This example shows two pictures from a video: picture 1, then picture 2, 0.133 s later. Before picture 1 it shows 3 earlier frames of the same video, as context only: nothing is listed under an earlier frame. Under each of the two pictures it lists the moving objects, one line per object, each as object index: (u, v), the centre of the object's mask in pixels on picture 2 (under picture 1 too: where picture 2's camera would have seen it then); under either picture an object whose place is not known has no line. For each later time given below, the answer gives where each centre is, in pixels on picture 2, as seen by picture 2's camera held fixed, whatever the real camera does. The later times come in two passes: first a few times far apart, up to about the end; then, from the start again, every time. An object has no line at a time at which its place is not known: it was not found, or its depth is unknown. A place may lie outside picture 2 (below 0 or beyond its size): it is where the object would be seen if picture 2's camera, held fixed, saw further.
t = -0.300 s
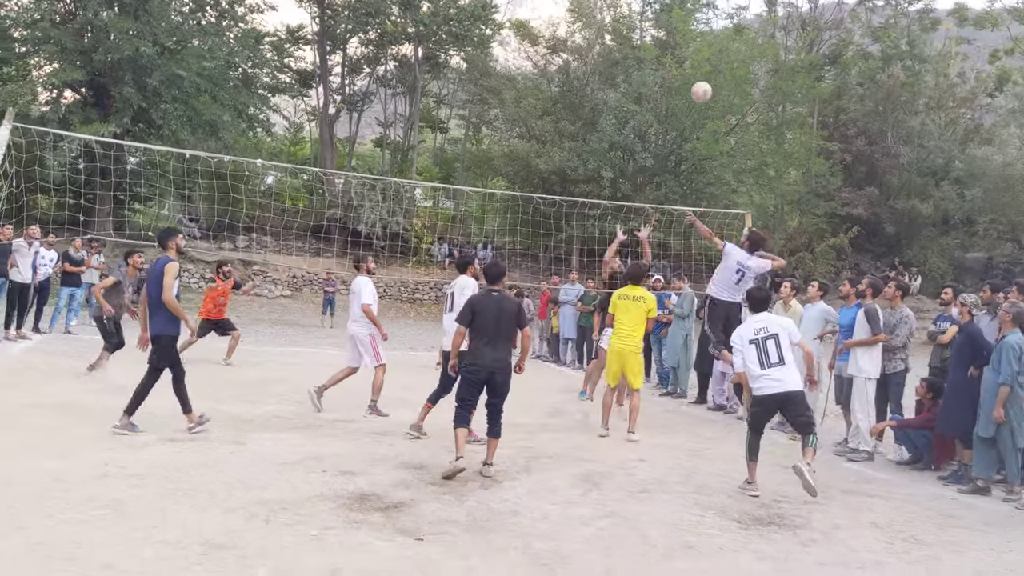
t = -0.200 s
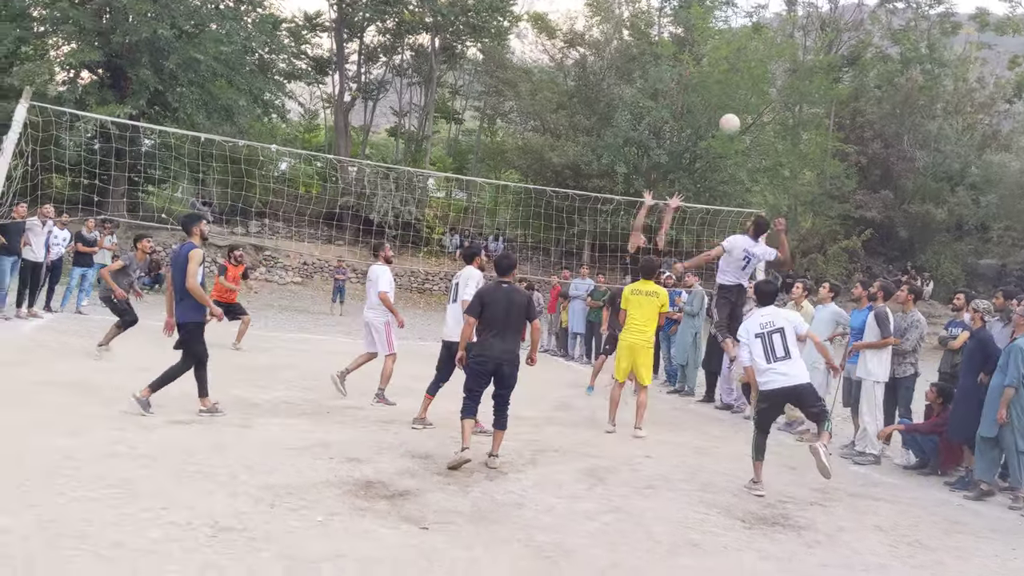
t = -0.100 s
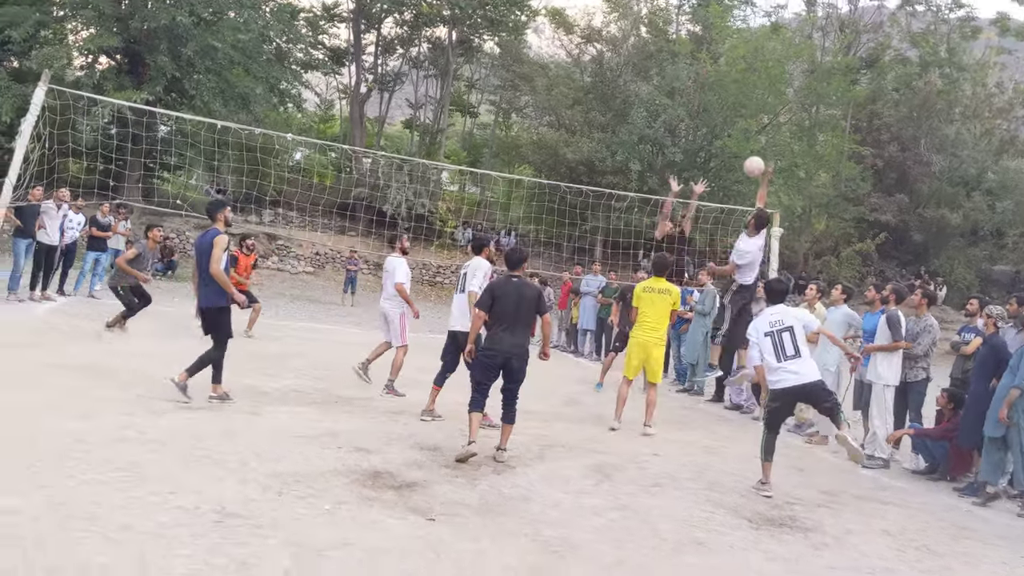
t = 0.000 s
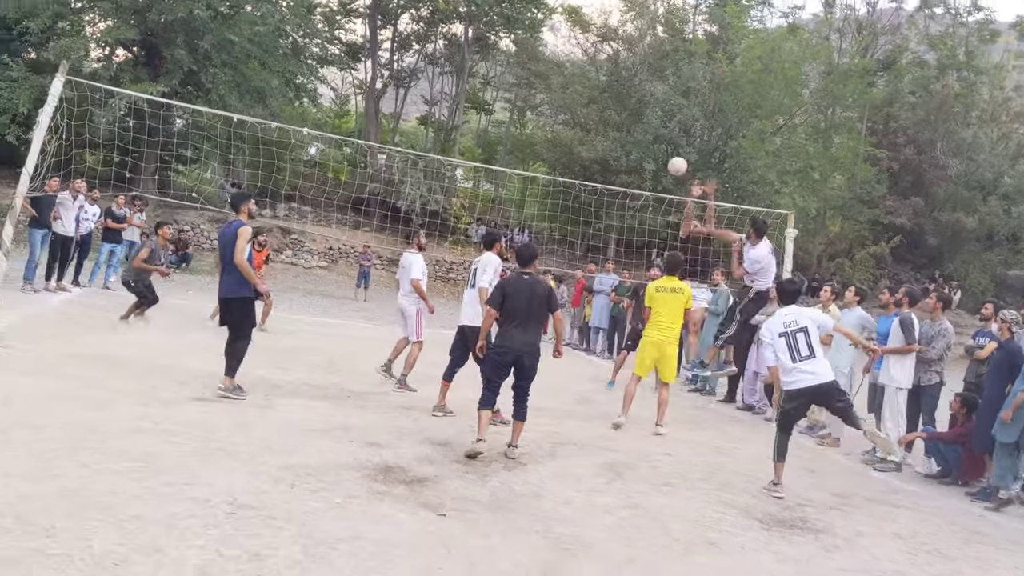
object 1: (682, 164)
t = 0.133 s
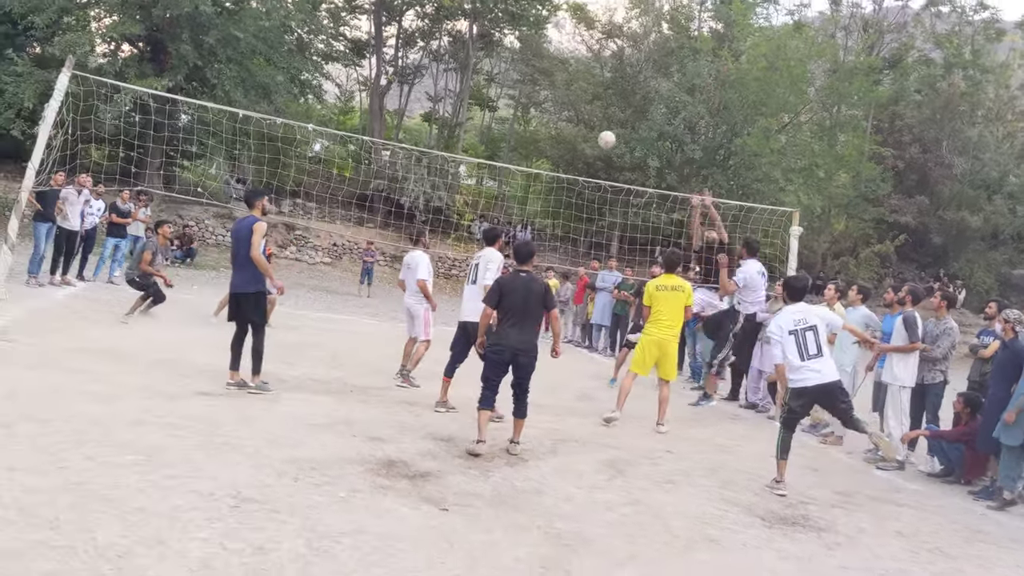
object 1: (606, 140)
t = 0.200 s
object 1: (571, 134)
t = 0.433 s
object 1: (464, 145)
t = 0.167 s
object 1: (589, 136)
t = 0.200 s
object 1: (571, 134)
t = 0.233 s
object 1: (555, 132)
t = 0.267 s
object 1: (539, 133)
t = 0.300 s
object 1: (524, 133)
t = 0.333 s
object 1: (508, 135)
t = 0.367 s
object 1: (493, 138)
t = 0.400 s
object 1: (478, 141)
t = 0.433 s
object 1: (464, 145)
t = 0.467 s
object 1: (450, 149)
